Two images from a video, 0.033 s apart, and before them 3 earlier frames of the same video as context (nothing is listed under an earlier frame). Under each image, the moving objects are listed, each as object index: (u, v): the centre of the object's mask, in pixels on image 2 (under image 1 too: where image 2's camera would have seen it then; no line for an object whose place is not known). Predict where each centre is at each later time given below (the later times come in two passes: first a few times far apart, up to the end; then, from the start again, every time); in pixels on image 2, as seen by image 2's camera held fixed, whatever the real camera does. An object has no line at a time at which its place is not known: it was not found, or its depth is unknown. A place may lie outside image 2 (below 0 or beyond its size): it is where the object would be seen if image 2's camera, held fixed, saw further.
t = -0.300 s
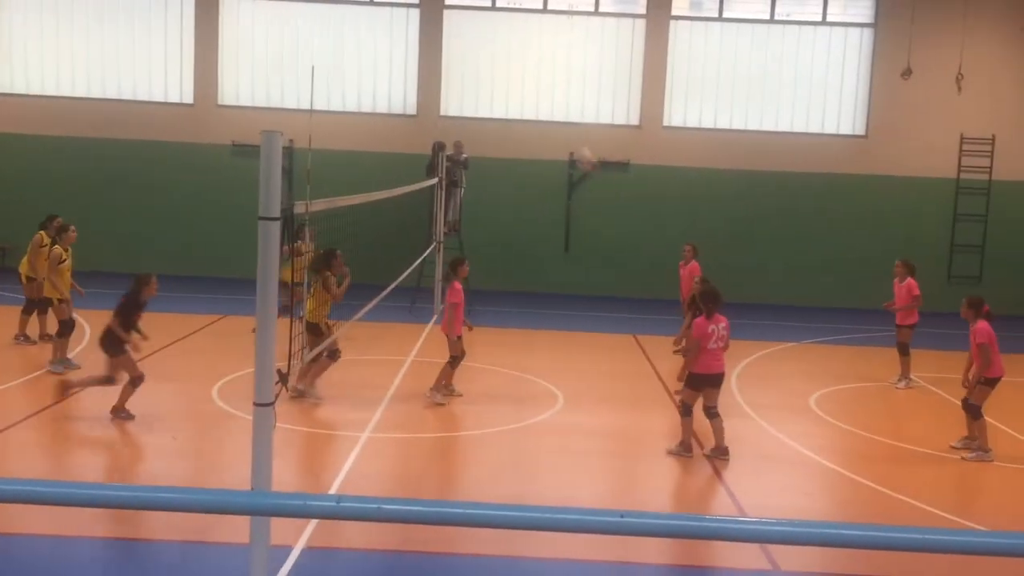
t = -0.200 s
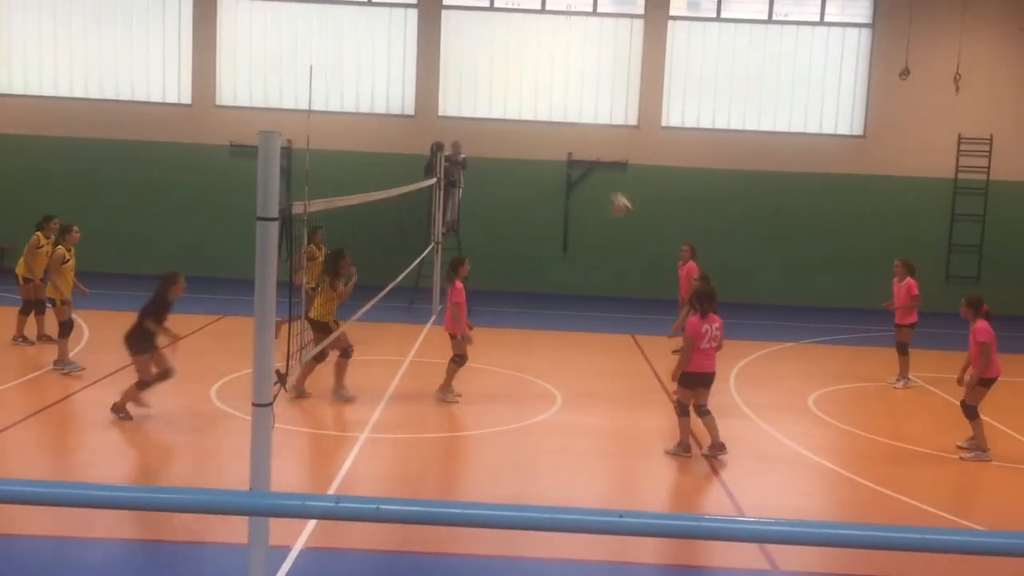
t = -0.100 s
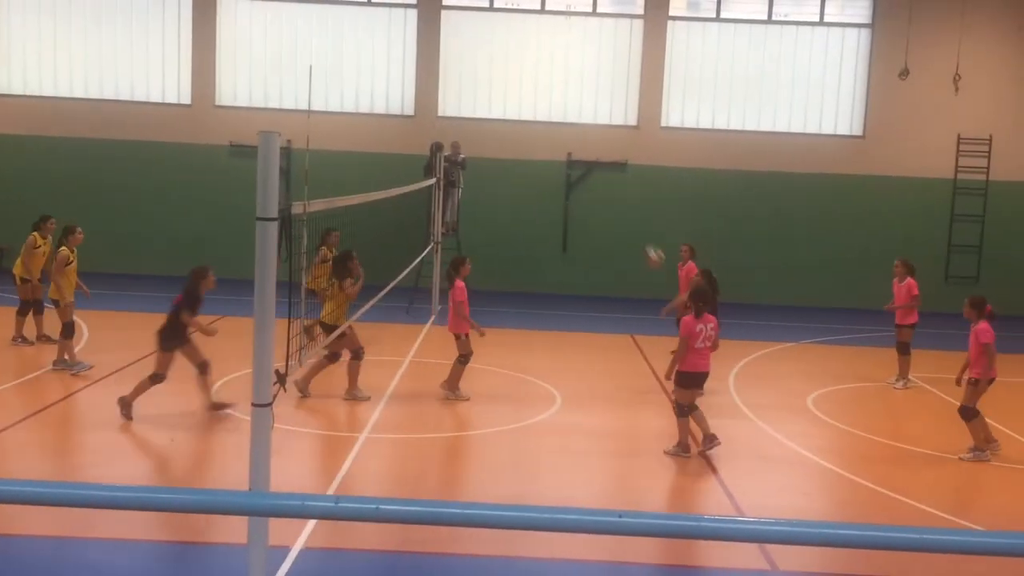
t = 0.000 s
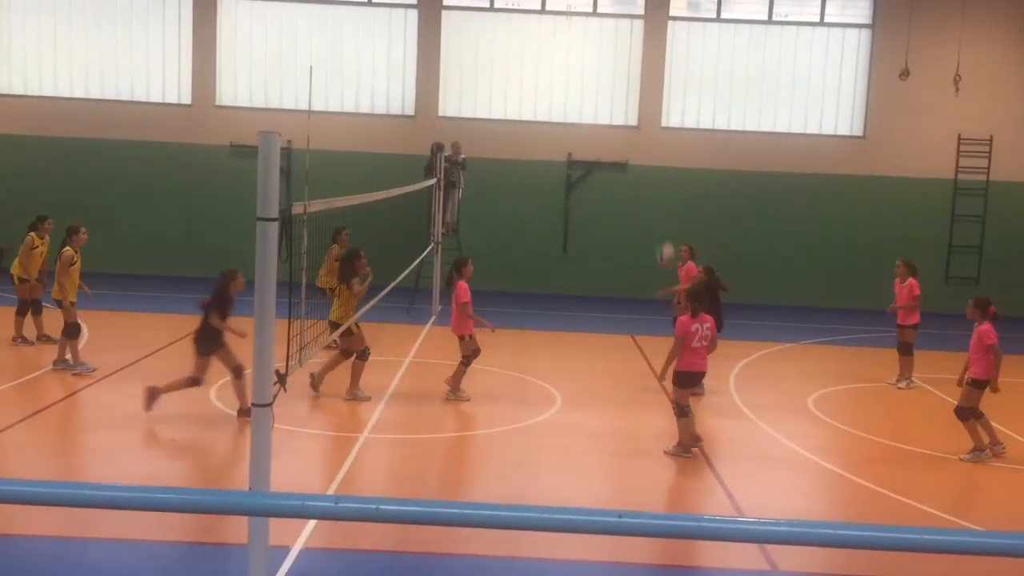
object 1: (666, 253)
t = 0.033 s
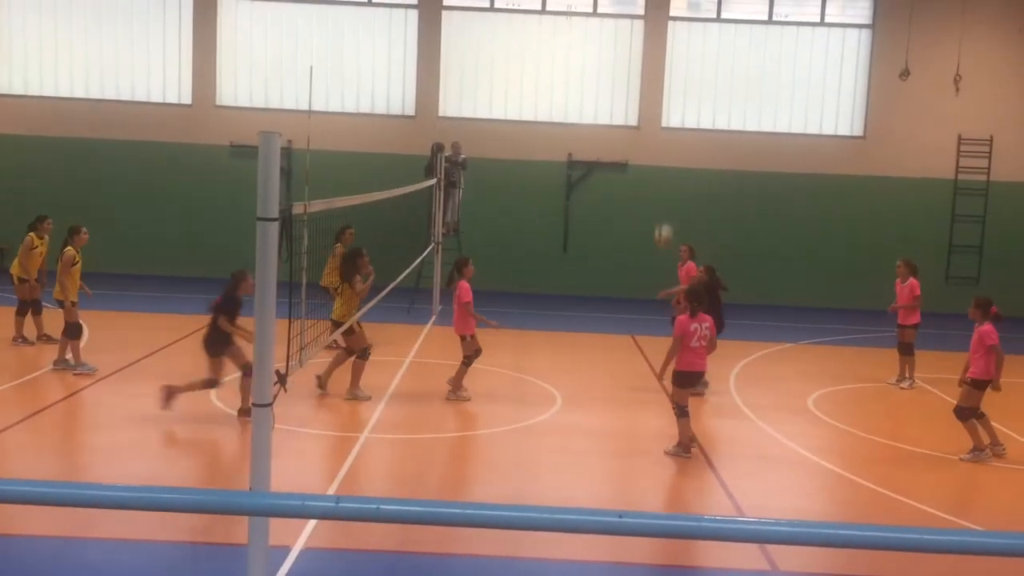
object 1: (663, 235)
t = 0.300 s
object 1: (637, 121)
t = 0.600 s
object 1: (606, 67)
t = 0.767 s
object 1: (586, 73)
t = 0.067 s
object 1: (661, 217)
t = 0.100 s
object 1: (658, 200)
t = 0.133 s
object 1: (654, 184)
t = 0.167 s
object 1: (651, 169)
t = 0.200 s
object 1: (650, 156)
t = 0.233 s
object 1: (643, 144)
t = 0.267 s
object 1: (640, 131)
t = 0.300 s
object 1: (637, 121)
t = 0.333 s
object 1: (633, 111)
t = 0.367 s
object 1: (630, 101)
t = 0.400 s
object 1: (626, 93)
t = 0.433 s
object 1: (623, 86)
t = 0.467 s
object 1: (619, 80)
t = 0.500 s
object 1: (616, 75)
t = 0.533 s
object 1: (613, 71)
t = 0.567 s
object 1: (609, 68)
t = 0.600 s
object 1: (606, 67)
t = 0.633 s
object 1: (602, 66)
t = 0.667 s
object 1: (598, 66)
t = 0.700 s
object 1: (594, 67)
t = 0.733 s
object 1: (590, 70)
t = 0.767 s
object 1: (586, 73)
